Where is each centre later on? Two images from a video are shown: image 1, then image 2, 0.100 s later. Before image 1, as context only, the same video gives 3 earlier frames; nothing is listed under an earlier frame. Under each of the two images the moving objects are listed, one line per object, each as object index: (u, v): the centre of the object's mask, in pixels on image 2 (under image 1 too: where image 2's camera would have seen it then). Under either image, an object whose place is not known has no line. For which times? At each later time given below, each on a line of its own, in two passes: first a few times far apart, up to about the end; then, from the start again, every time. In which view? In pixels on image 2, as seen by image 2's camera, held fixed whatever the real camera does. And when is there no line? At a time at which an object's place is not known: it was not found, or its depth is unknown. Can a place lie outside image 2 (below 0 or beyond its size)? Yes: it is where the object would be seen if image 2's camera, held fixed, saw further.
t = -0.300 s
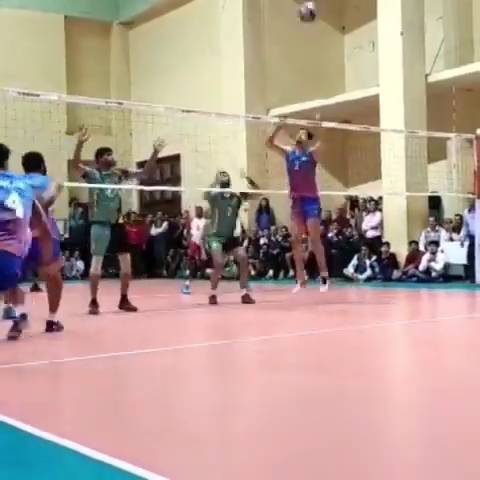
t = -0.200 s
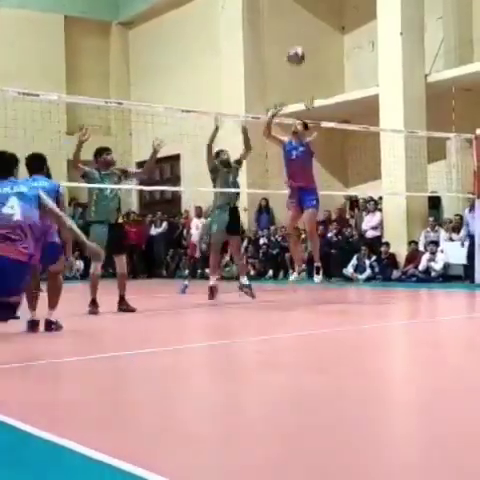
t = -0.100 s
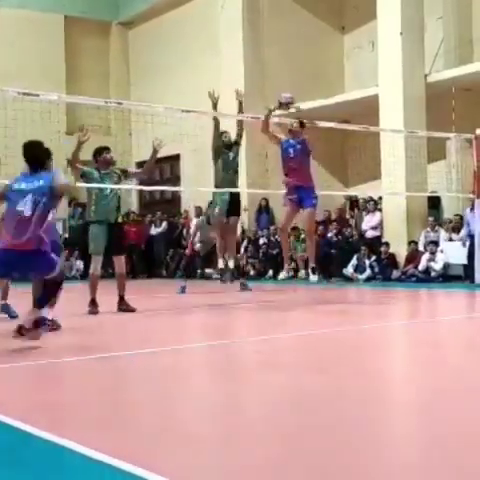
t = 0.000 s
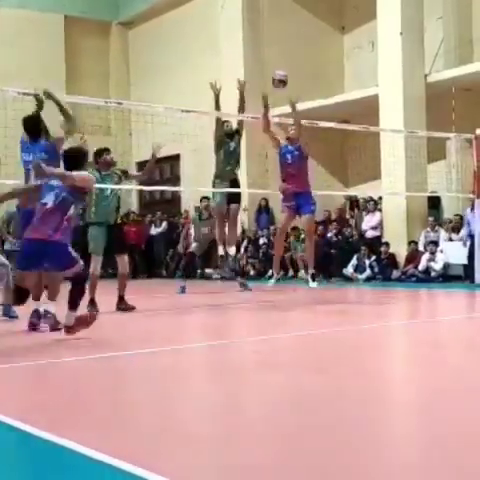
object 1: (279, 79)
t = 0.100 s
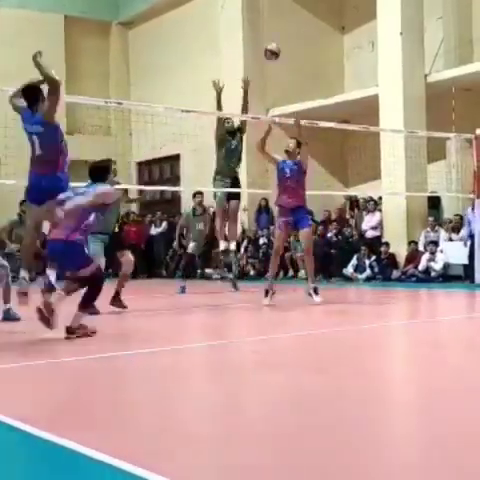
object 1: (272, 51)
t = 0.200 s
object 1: (264, 30)
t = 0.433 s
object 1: (244, 13)
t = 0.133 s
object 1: (270, 43)
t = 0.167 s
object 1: (267, 37)
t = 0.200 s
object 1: (264, 30)
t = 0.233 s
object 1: (261, 27)
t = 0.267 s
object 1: (258, 21)
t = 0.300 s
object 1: (255, 18)
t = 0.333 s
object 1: (252, 15)
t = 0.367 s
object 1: (250, 14)
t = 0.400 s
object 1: (247, 14)
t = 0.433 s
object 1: (244, 13)
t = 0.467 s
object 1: (242, 16)
